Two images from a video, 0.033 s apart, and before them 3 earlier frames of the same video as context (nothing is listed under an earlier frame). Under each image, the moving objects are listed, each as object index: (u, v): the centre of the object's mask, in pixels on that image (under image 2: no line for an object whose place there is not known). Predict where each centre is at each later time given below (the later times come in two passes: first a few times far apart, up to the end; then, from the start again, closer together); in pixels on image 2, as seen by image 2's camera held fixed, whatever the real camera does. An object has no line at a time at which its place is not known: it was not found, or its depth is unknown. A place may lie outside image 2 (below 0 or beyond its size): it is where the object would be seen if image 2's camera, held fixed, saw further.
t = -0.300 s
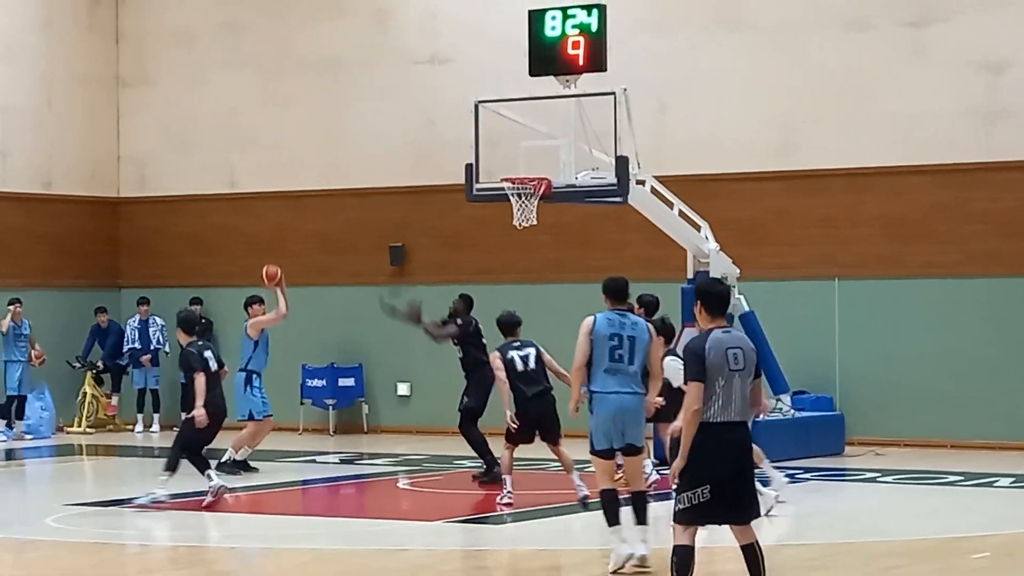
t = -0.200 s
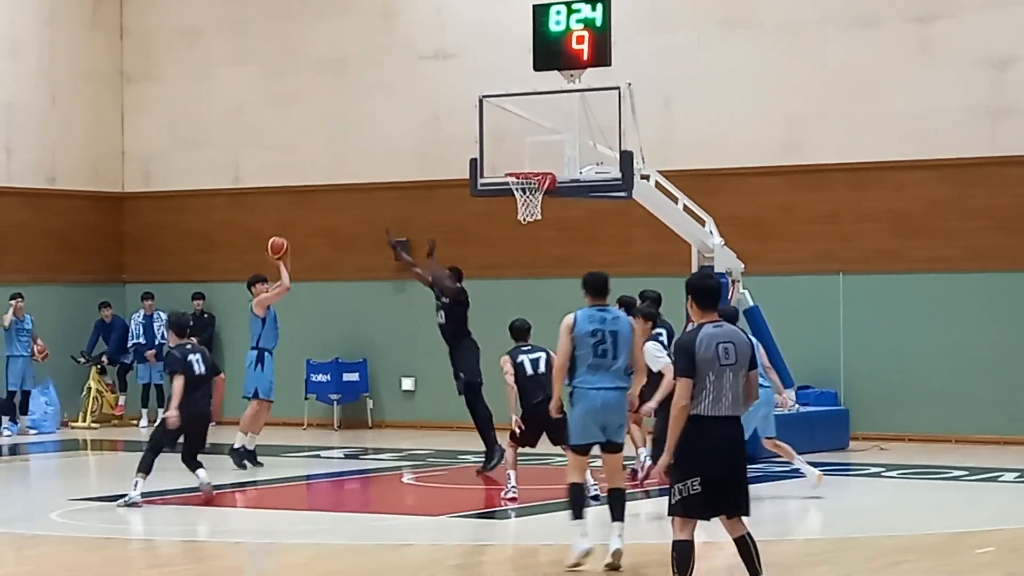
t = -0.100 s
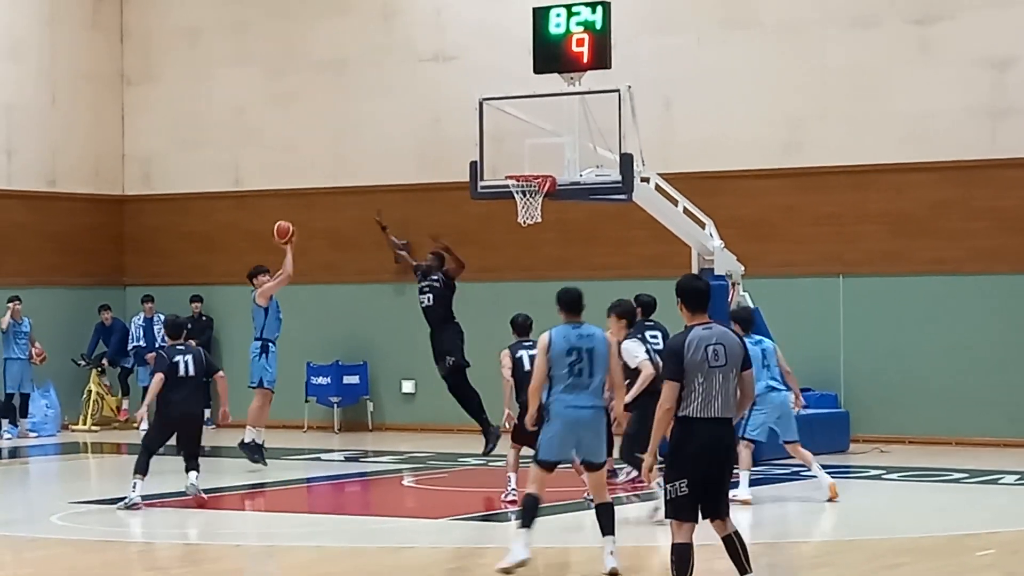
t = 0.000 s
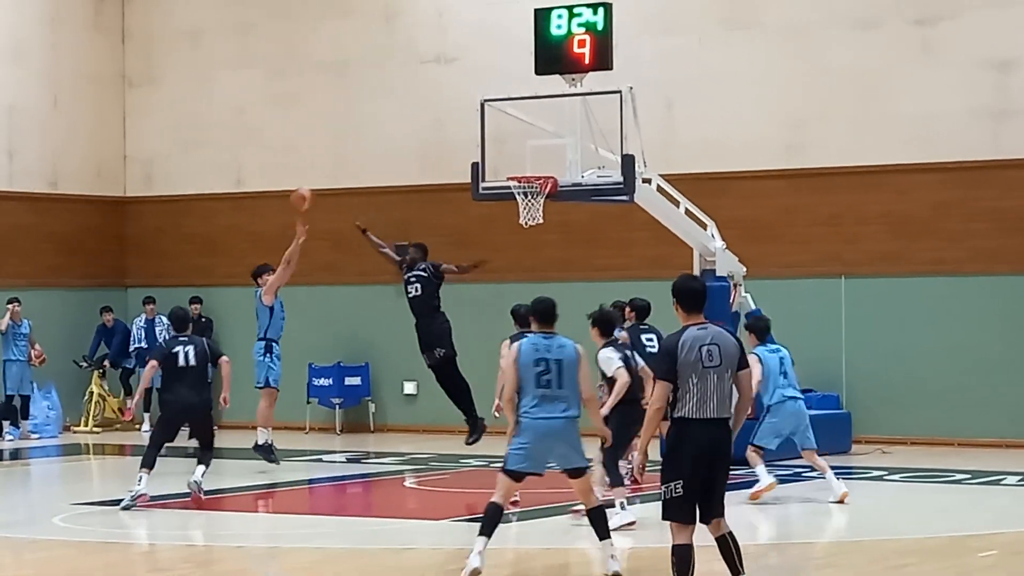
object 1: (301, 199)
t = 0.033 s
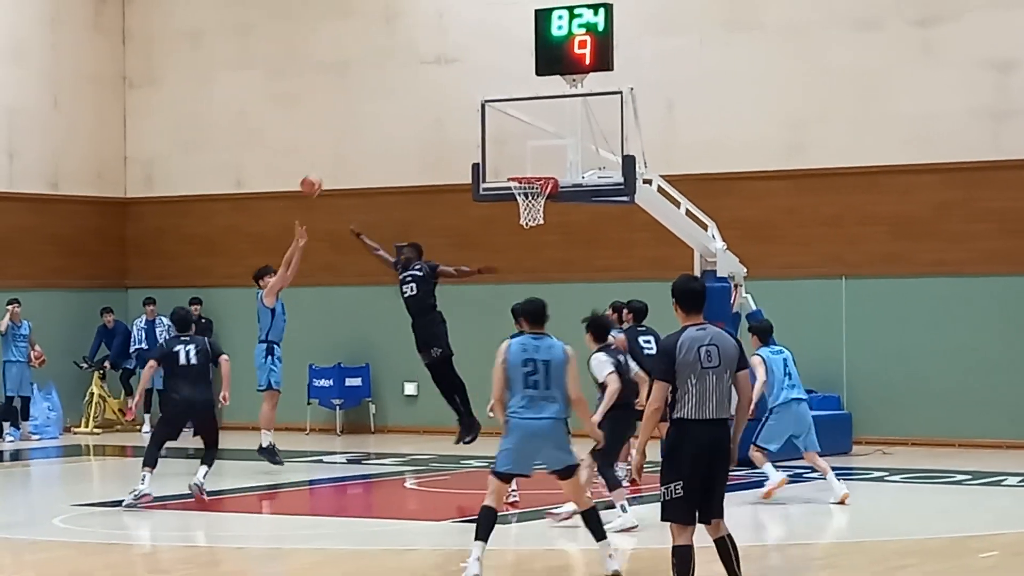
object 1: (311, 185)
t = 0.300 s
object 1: (380, 117)
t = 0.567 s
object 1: (453, 110)
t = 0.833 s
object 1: (527, 169)
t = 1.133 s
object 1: (558, 228)
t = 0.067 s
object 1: (319, 175)
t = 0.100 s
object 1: (328, 163)
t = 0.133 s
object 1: (337, 152)
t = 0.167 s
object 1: (345, 143)
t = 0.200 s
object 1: (354, 135)
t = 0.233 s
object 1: (363, 128)
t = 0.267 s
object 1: (371, 122)
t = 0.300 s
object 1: (380, 117)
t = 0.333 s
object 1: (390, 112)
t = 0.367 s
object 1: (399, 109)
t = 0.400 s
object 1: (408, 106)
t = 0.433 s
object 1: (417, 105)
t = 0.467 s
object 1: (426, 105)
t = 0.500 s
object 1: (435, 106)
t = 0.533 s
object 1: (444, 108)
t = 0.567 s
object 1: (453, 110)
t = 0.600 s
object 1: (462, 114)
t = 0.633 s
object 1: (471, 119)
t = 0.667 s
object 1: (481, 125)
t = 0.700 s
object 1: (490, 133)
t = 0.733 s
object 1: (499, 141)
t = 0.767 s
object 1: (509, 151)
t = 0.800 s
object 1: (518, 161)
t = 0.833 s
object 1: (527, 169)
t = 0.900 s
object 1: (545, 193)
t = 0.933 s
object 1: (548, 194)
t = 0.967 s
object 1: (549, 207)
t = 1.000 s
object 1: (551, 206)
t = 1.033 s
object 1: (554, 208)
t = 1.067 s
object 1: (554, 214)
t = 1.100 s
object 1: (556, 222)
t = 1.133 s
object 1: (558, 228)
